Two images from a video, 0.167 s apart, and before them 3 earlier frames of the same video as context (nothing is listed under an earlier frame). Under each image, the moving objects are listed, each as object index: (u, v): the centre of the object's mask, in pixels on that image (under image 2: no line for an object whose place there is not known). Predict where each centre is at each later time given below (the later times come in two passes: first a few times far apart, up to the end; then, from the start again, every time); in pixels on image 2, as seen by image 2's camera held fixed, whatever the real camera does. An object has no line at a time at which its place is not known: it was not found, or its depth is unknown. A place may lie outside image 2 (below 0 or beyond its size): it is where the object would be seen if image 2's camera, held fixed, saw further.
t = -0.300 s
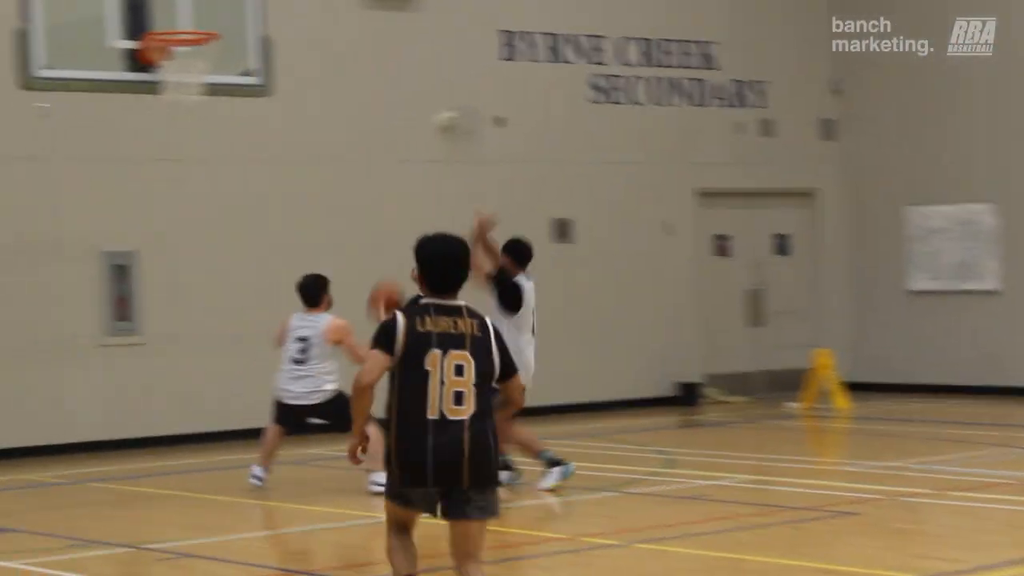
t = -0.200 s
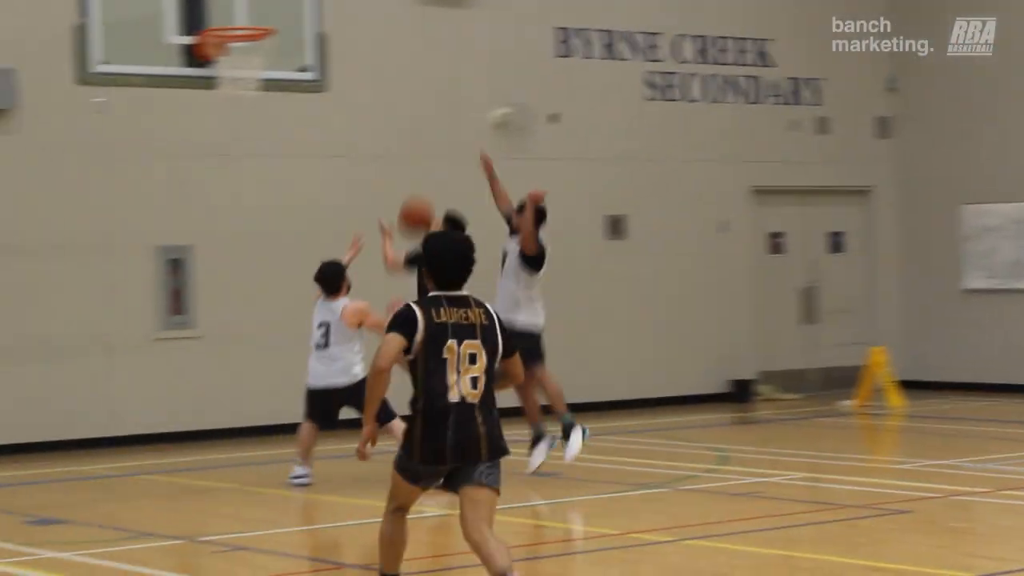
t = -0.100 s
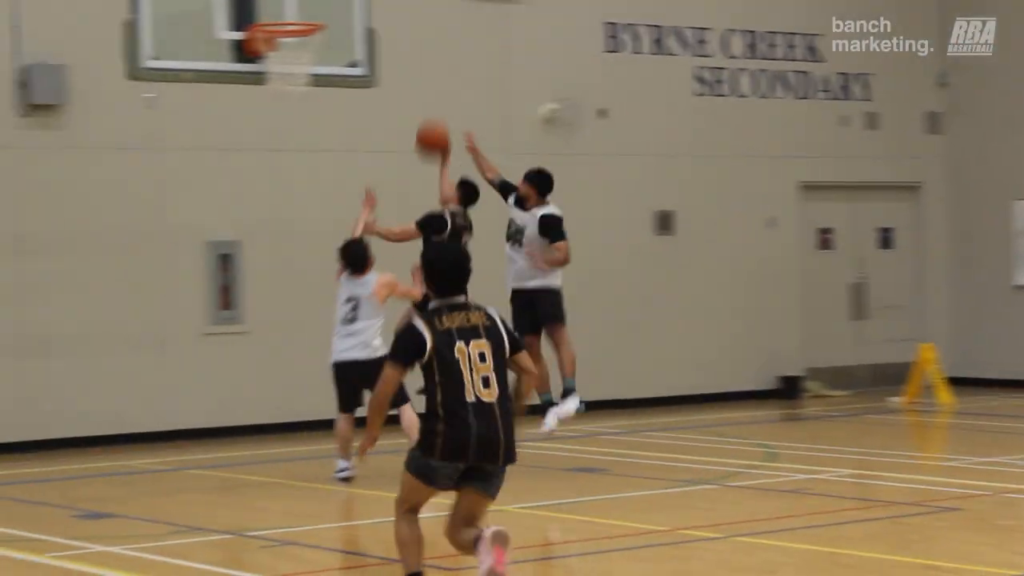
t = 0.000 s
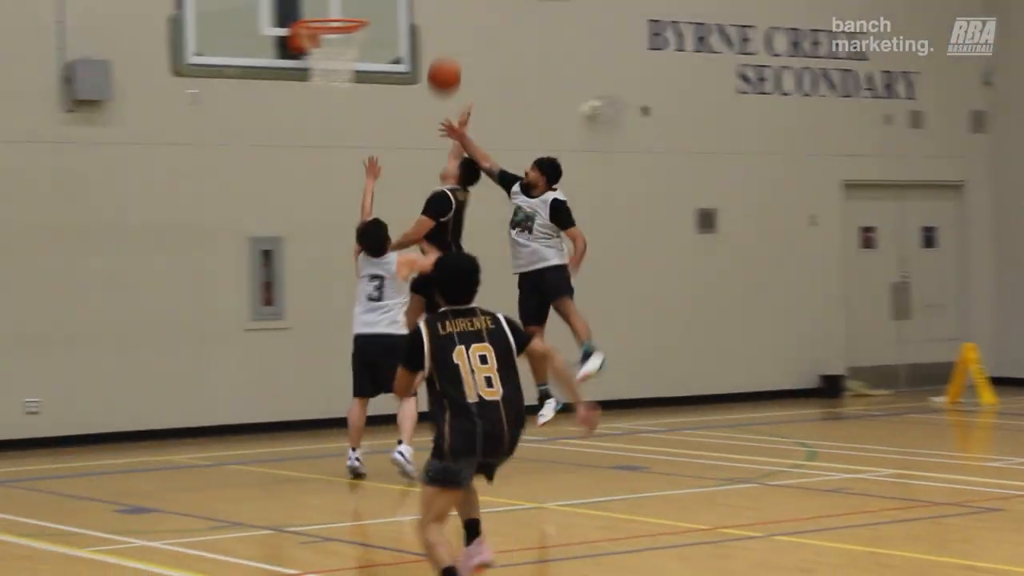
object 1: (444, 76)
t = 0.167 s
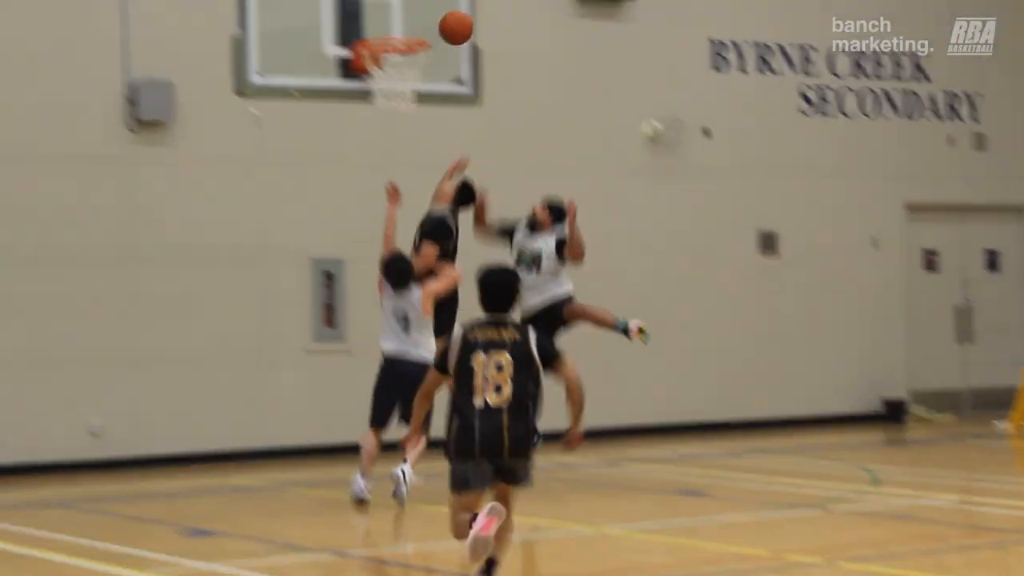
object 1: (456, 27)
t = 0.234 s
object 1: (437, 10)
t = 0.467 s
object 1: (407, 2)
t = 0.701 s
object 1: (383, 75)
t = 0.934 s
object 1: (385, 146)
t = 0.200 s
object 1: (446, 18)
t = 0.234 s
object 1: (437, 10)
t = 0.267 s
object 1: (429, 3)
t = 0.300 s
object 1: (425, 0)
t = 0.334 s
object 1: (422, -4)
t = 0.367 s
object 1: (418, -5)
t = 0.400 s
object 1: (414, -4)
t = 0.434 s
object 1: (411, -2)
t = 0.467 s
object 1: (407, 2)
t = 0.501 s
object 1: (404, 8)
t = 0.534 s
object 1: (399, 16)
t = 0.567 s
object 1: (396, 24)
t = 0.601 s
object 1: (393, 30)
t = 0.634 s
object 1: (389, 49)
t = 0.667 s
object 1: (386, 61)
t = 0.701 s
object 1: (383, 75)
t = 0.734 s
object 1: (381, 80)
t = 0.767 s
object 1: (383, 94)
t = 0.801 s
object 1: (382, 97)
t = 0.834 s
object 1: (383, 107)
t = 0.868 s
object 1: (383, 118)
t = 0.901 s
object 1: (384, 132)
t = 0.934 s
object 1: (385, 146)
